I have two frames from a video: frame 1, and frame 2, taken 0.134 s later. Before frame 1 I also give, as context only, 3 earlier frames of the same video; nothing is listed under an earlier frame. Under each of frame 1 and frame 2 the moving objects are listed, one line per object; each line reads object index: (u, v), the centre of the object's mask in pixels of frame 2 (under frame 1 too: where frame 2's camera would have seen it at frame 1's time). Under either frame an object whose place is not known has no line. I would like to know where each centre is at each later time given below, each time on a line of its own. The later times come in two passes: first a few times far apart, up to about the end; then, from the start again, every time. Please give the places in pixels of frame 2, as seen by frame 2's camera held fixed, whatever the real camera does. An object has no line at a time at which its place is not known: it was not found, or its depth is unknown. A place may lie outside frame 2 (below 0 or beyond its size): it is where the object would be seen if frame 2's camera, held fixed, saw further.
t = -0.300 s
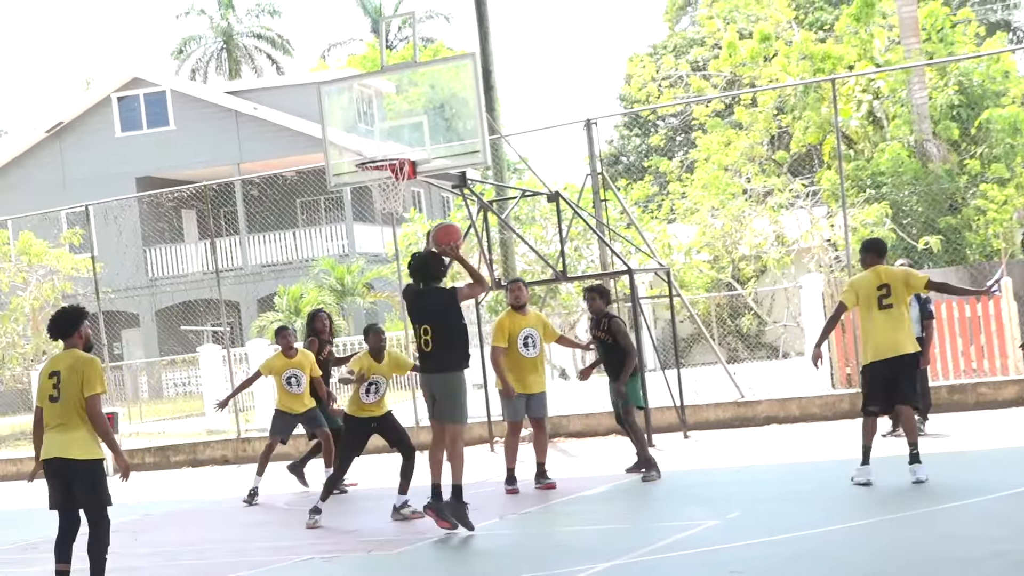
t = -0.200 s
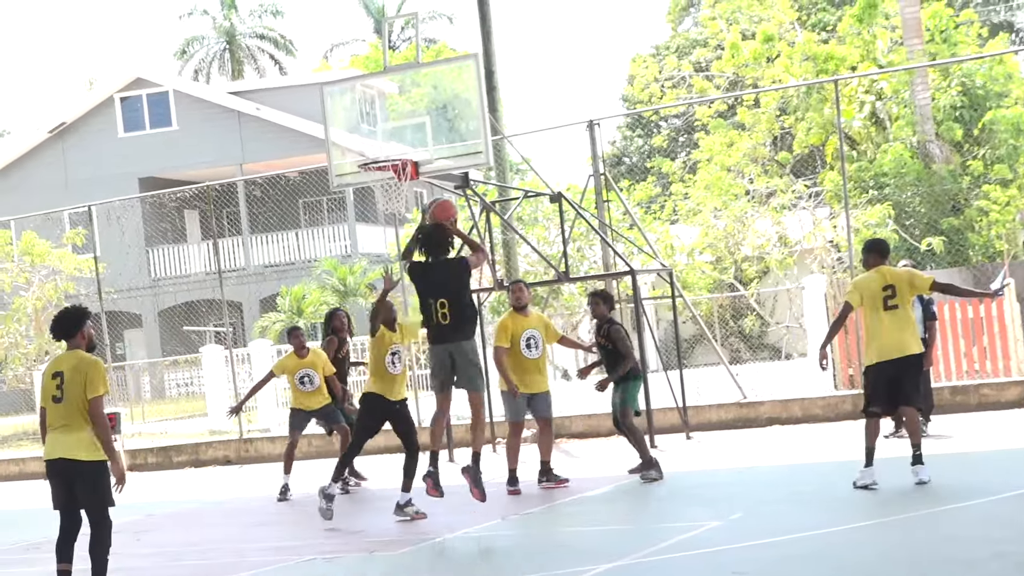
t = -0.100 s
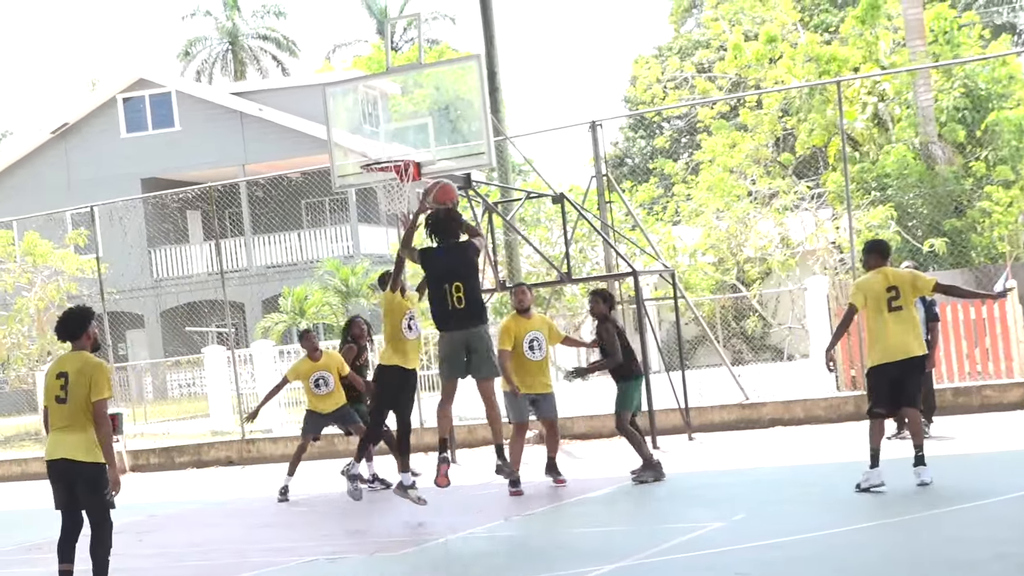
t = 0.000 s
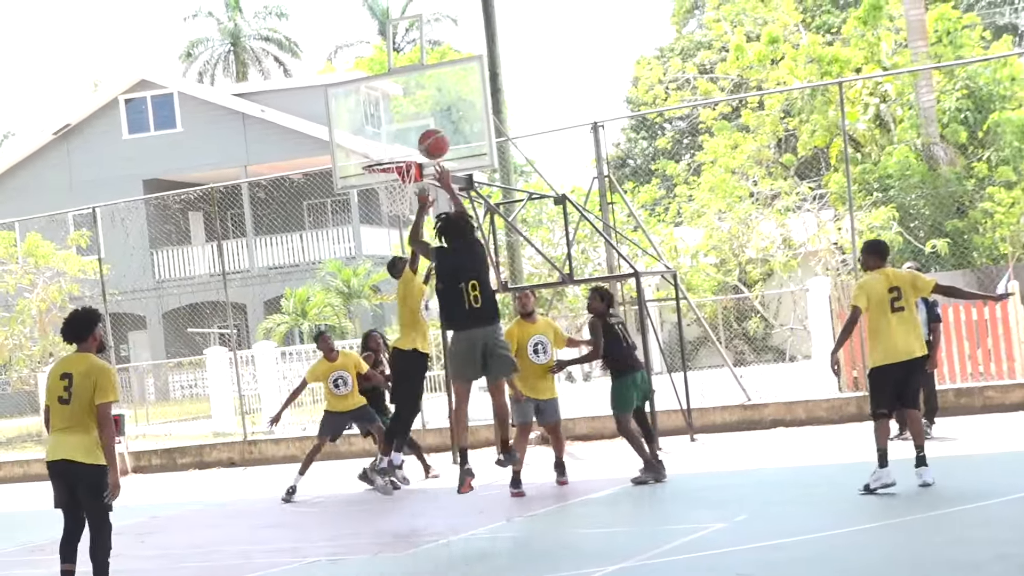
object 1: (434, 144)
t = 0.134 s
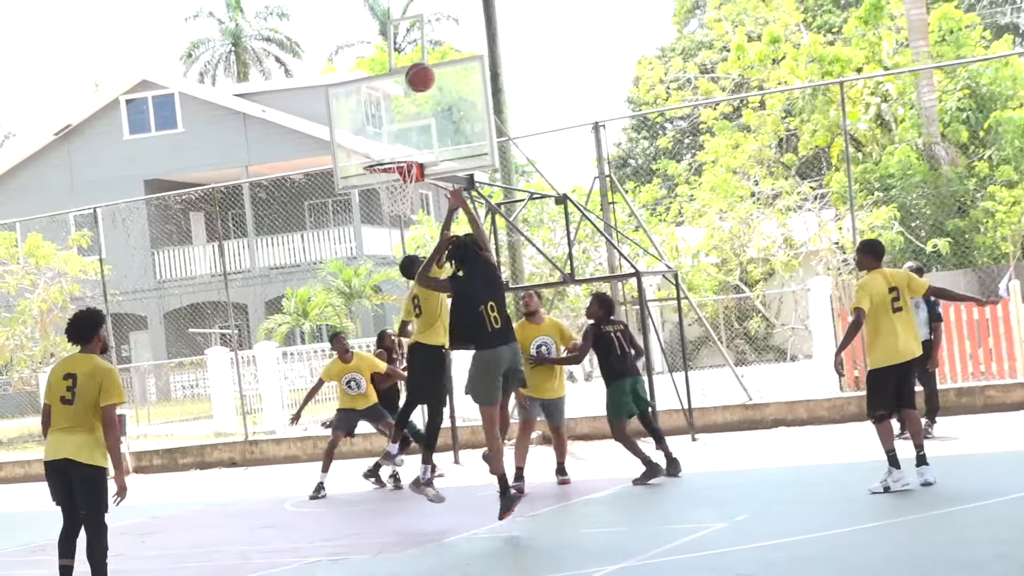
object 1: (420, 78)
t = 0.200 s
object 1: (414, 55)
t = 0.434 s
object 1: (402, 21)
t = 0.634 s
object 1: (395, 42)
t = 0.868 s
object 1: (396, 117)
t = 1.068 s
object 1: (372, 117)
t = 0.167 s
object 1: (417, 65)
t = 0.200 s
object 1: (414, 55)
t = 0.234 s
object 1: (411, 45)
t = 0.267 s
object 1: (409, 37)
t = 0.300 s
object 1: (407, 31)
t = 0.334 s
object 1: (405, 27)
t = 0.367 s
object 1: (404, 23)
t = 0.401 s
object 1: (402, 21)
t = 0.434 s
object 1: (402, 21)
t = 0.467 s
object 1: (399, 21)
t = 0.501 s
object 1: (398, 23)
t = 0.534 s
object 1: (397, 26)
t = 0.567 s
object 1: (396, 30)
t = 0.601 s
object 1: (395, 36)
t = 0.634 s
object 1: (395, 42)
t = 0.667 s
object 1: (395, 50)
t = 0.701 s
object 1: (395, 58)
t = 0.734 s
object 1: (395, 67)
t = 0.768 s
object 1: (395, 79)
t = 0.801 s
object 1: (395, 91)
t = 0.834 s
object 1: (396, 103)
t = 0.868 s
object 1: (396, 117)
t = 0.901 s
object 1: (397, 132)
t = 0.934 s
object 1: (398, 148)
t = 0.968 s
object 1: (396, 152)
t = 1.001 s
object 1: (387, 140)
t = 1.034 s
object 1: (380, 128)
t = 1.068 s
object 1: (372, 117)
